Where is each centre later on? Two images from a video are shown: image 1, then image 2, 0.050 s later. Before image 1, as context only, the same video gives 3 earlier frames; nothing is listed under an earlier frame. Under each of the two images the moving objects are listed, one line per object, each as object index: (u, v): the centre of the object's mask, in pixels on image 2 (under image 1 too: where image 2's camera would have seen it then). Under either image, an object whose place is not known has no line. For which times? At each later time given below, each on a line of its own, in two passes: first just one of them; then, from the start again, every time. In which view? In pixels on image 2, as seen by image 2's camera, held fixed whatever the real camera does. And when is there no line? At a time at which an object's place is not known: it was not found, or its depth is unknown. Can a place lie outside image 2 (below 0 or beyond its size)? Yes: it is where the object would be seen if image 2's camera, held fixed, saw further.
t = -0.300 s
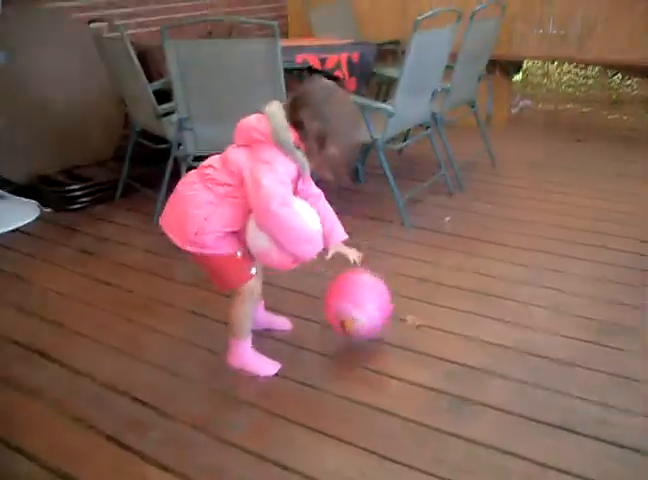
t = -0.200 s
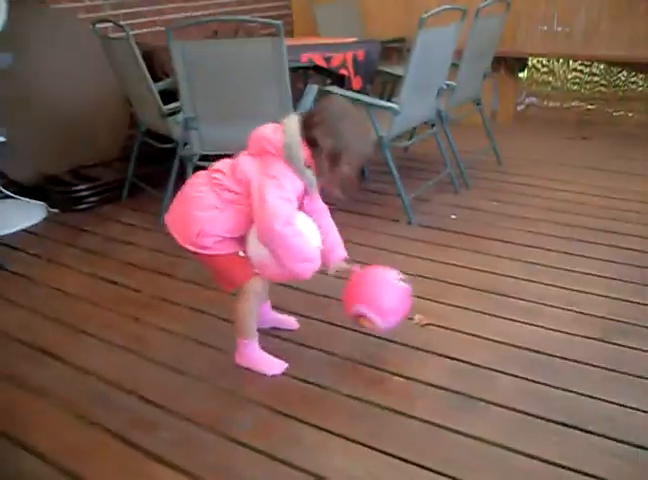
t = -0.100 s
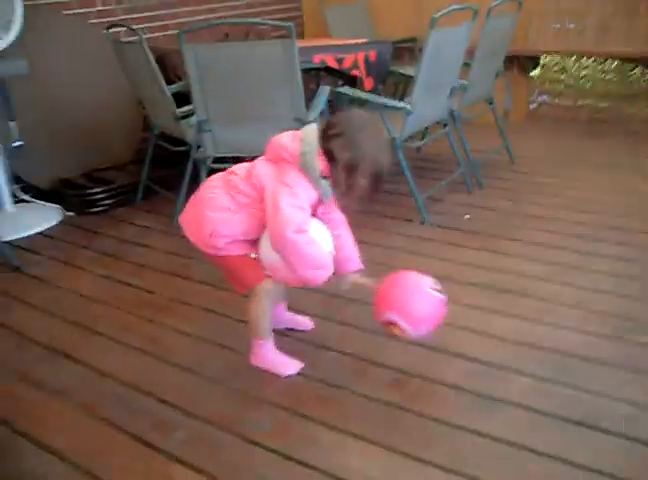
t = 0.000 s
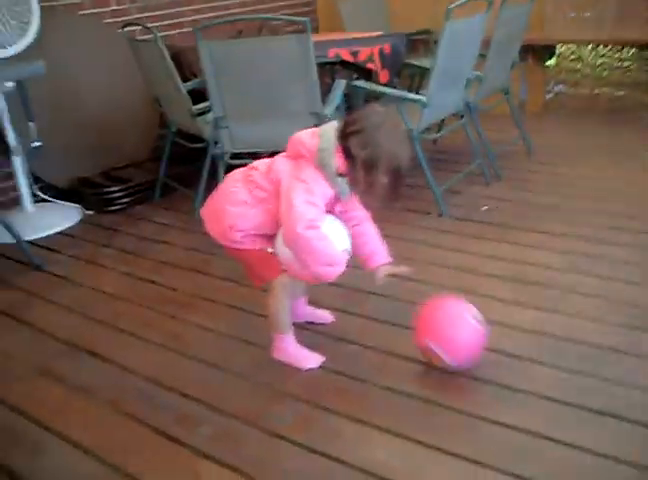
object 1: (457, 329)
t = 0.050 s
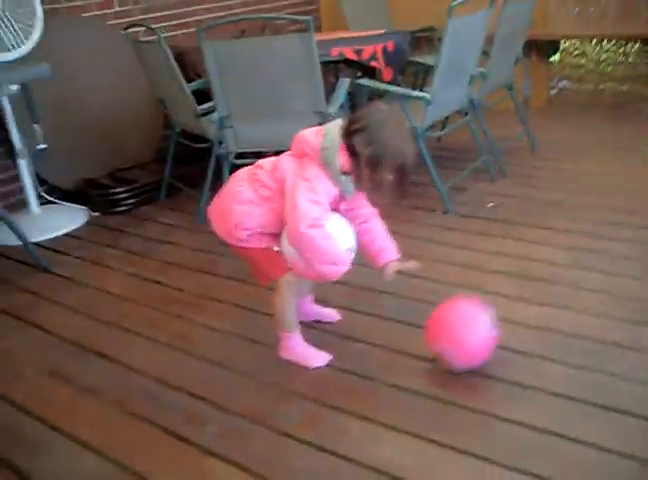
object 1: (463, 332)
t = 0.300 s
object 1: (505, 359)
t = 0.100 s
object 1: (470, 321)
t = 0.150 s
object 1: (475, 321)
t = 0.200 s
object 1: (487, 328)
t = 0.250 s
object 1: (492, 336)
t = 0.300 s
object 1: (505, 359)
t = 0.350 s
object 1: (512, 354)
